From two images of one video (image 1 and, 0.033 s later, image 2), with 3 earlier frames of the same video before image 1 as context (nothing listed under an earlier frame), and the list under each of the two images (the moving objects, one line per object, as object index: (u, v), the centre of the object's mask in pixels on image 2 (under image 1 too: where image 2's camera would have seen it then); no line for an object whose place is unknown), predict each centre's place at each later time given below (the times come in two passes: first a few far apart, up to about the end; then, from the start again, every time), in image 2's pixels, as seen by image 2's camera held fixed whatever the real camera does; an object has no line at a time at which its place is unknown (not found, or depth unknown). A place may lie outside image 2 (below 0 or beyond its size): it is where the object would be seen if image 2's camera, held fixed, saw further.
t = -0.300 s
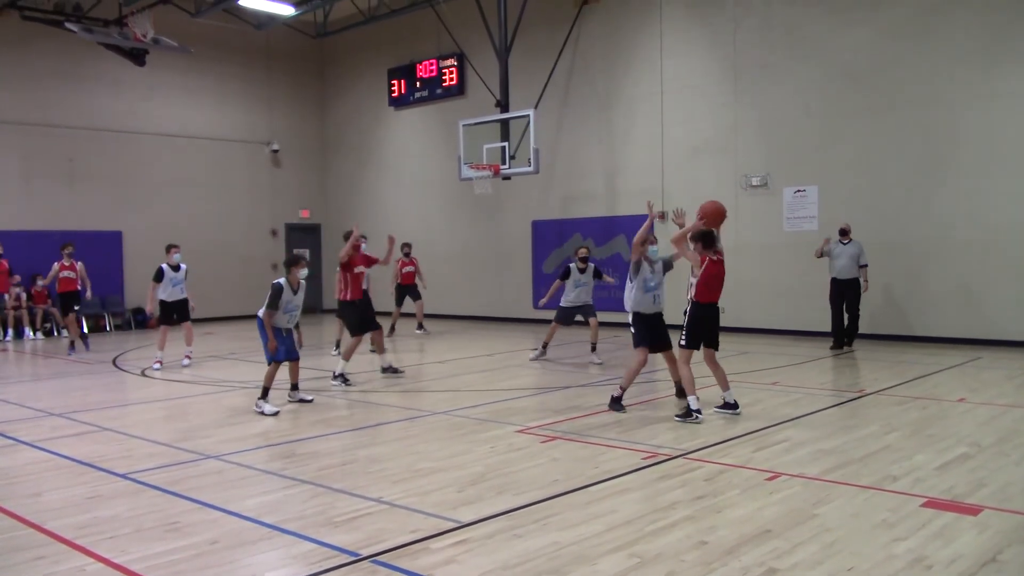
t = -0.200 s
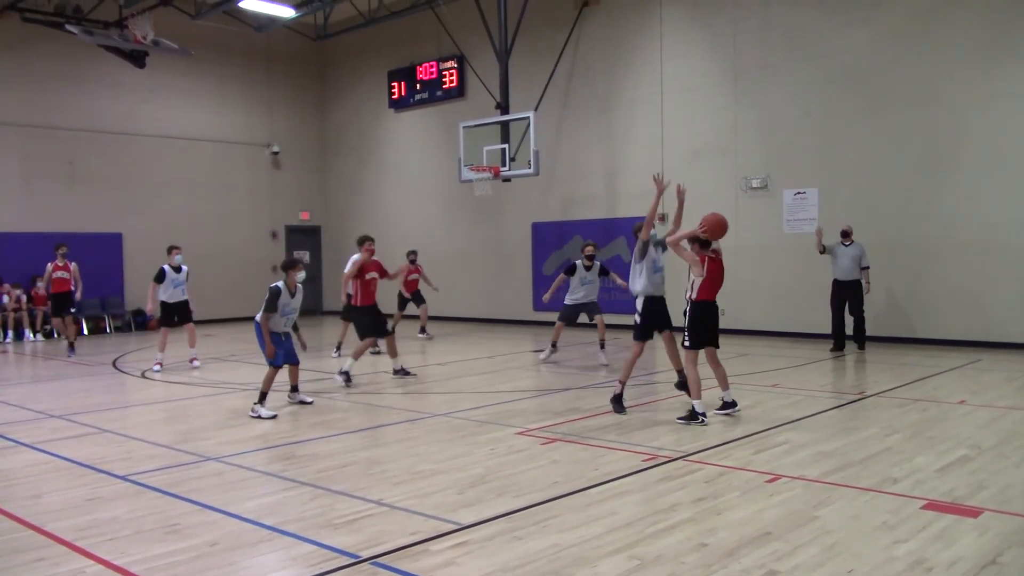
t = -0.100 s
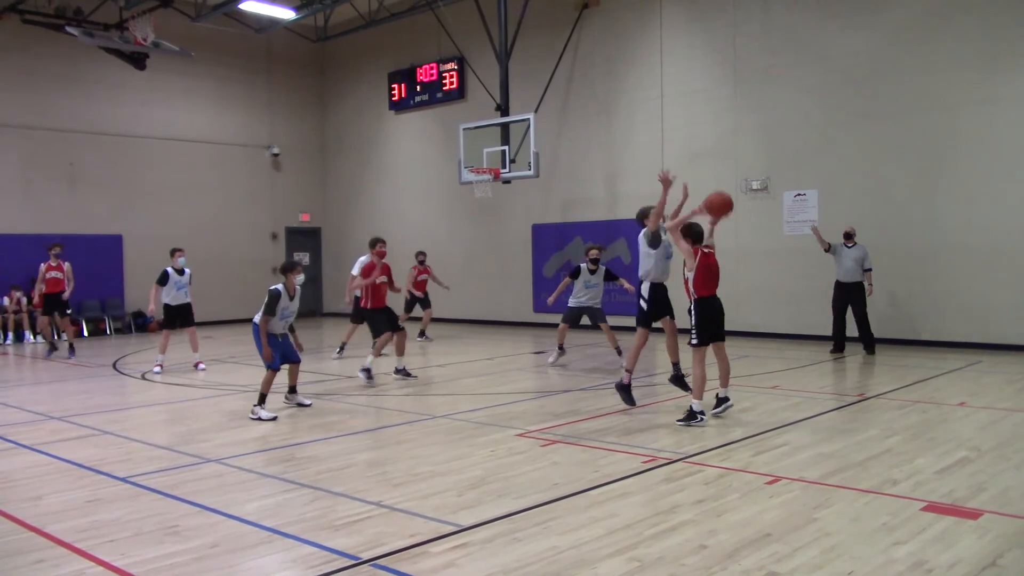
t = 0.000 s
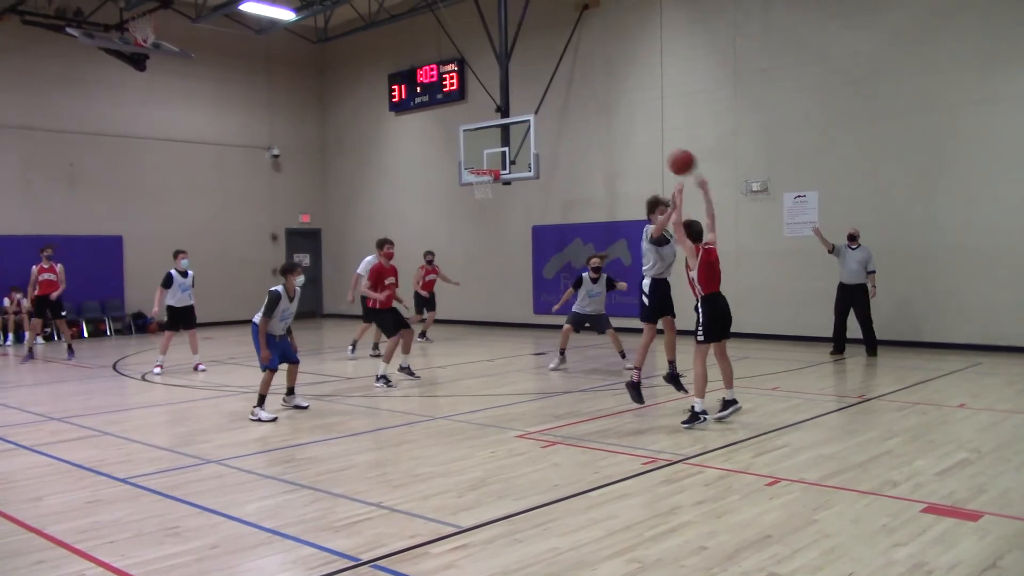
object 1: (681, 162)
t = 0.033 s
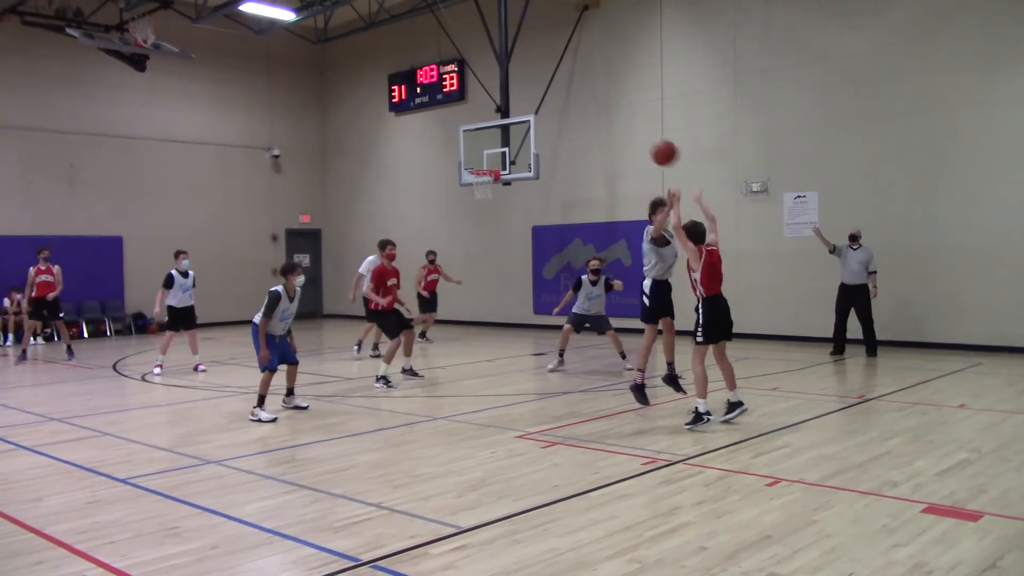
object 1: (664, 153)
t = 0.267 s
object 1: (561, 124)
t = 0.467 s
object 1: (493, 142)
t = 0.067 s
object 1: (647, 145)
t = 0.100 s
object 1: (631, 138)
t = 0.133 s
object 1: (616, 133)
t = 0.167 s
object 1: (601, 129)
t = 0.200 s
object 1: (587, 126)
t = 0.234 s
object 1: (573, 125)
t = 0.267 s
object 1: (561, 124)
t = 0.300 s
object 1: (548, 125)
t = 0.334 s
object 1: (536, 127)
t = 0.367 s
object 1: (525, 130)
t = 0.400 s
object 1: (513, 133)
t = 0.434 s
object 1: (504, 137)
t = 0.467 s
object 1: (493, 142)
